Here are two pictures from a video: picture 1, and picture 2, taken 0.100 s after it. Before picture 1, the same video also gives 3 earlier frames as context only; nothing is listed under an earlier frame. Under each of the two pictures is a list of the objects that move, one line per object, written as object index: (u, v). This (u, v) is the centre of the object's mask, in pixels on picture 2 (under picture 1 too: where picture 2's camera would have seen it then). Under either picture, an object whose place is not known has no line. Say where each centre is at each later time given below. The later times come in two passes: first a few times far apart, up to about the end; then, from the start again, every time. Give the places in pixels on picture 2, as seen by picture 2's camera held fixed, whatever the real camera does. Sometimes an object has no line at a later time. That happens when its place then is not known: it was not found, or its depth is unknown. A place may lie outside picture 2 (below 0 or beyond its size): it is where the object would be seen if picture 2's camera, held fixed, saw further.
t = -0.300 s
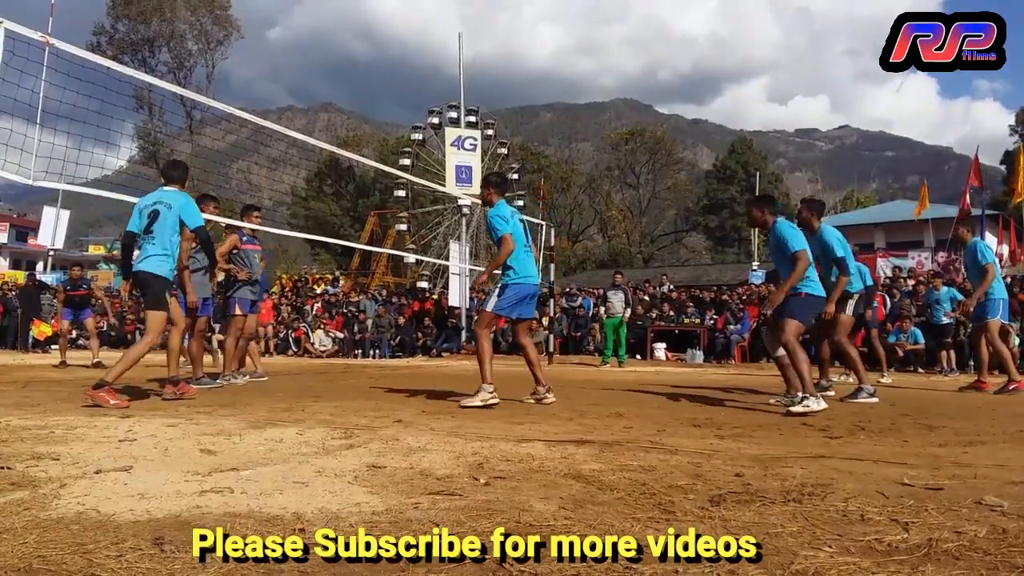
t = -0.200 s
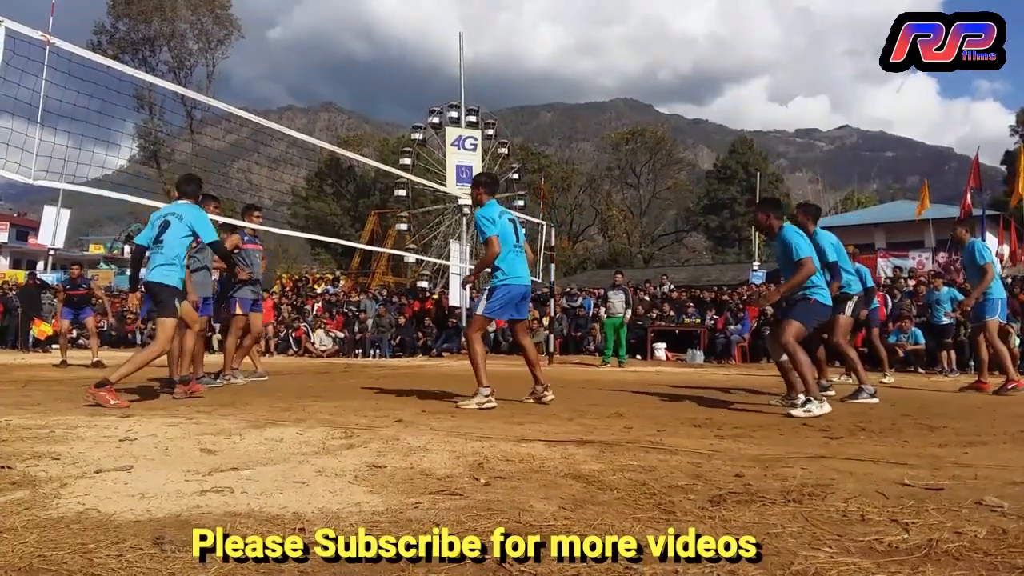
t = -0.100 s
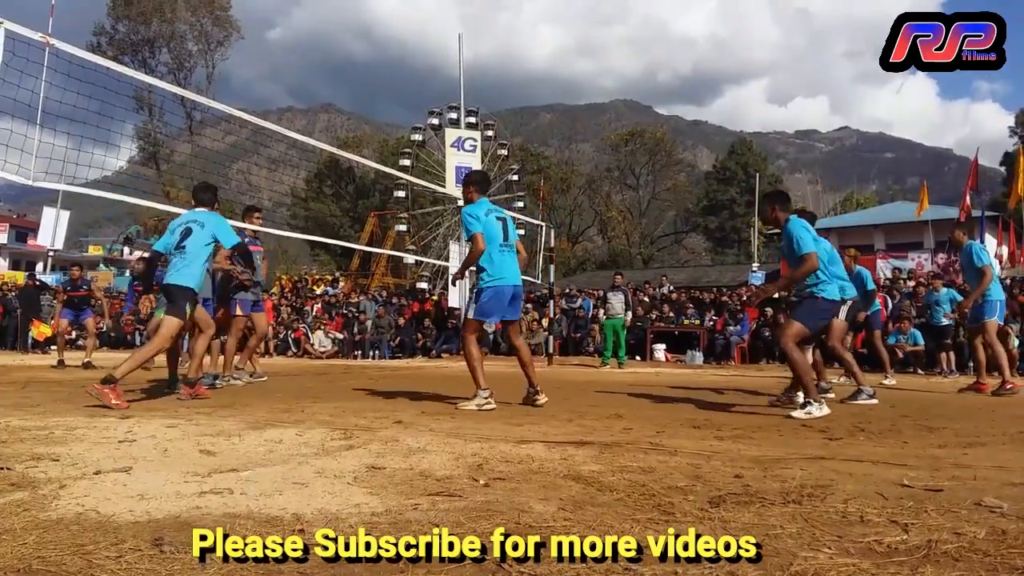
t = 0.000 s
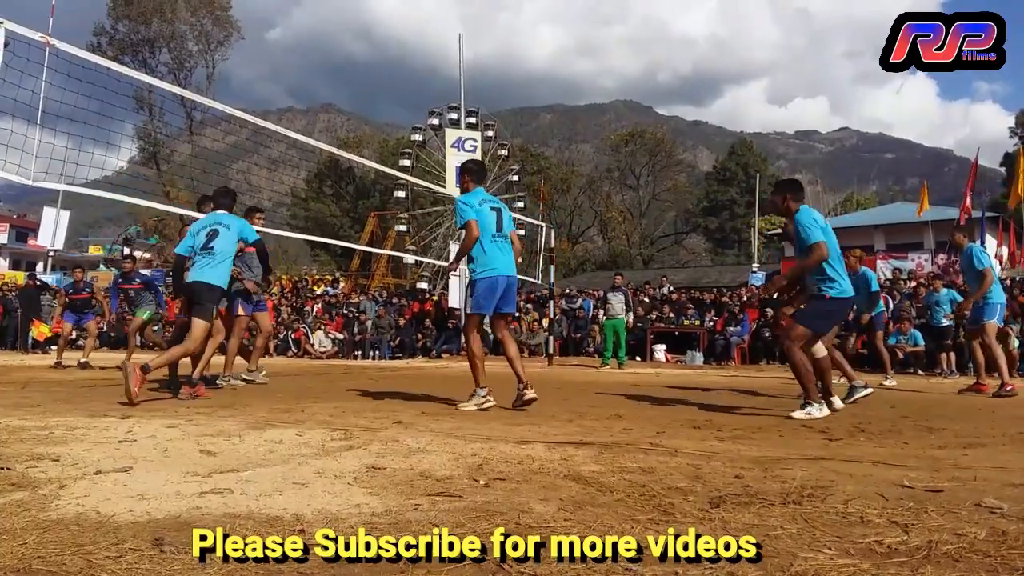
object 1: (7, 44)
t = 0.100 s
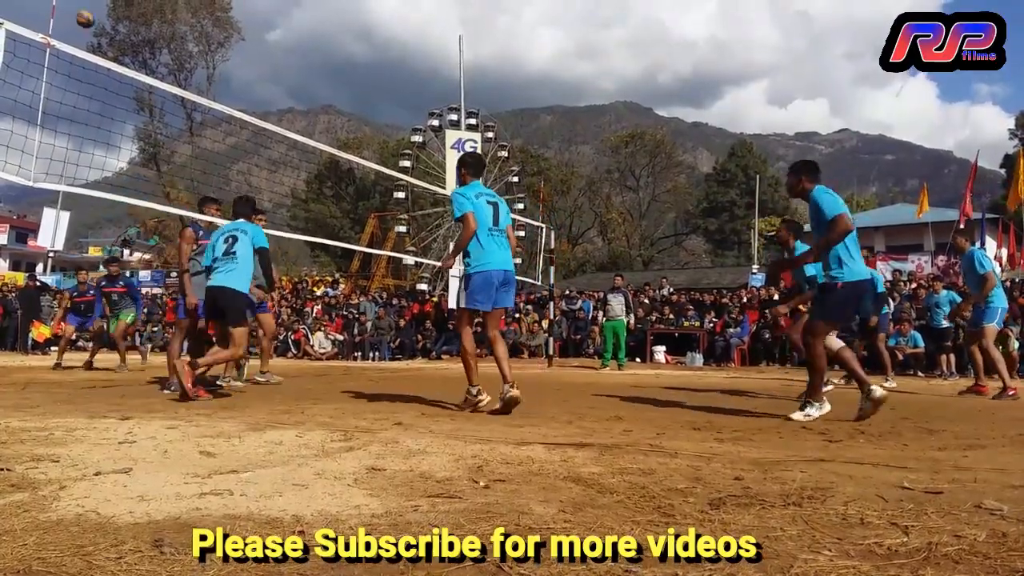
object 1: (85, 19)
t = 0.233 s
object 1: (201, 3)
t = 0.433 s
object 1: (375, 3)
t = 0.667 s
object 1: (586, 32)
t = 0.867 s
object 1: (776, 94)
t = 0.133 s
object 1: (113, 13)
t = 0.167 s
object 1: (142, 7)
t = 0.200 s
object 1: (172, 6)
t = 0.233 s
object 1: (201, 3)
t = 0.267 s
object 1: (229, 3)
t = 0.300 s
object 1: (258, 2)
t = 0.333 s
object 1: (288, 2)
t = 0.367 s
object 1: (317, 2)
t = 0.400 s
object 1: (346, 2)
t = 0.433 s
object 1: (375, 3)
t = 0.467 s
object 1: (405, 4)
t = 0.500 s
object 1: (435, 6)
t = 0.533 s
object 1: (465, 8)
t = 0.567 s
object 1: (495, 13)
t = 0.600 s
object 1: (525, 19)
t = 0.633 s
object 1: (555, 25)
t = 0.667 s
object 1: (586, 32)
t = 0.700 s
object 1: (617, 40)
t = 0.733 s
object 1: (648, 49)
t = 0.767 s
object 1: (679, 59)
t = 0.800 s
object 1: (711, 70)
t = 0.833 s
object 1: (743, 81)
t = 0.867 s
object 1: (776, 94)
